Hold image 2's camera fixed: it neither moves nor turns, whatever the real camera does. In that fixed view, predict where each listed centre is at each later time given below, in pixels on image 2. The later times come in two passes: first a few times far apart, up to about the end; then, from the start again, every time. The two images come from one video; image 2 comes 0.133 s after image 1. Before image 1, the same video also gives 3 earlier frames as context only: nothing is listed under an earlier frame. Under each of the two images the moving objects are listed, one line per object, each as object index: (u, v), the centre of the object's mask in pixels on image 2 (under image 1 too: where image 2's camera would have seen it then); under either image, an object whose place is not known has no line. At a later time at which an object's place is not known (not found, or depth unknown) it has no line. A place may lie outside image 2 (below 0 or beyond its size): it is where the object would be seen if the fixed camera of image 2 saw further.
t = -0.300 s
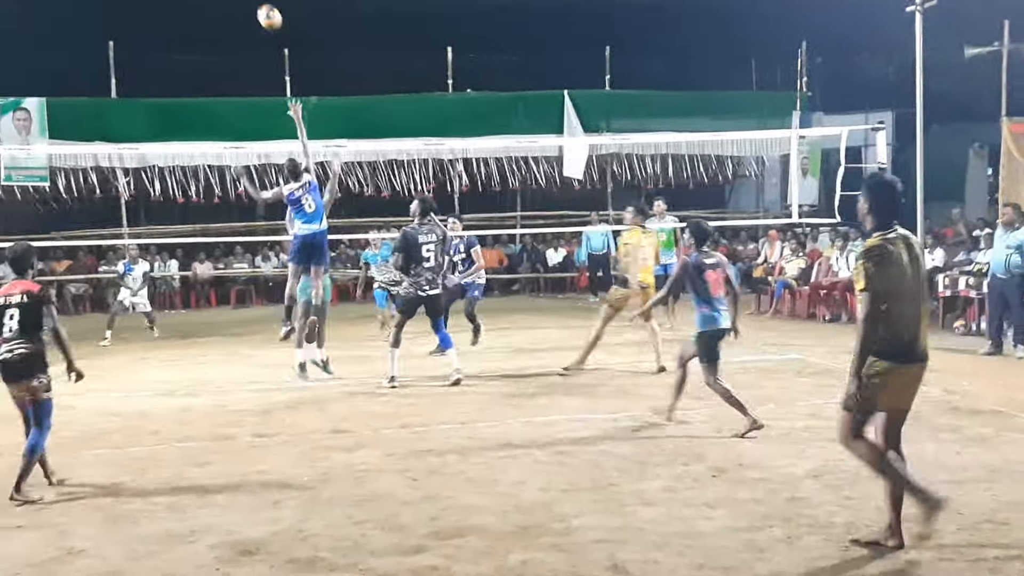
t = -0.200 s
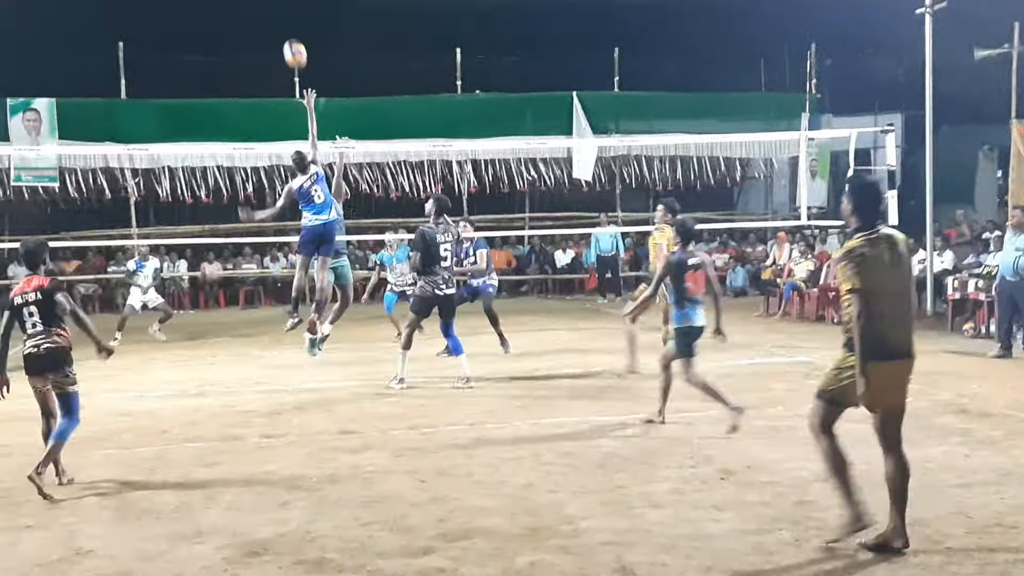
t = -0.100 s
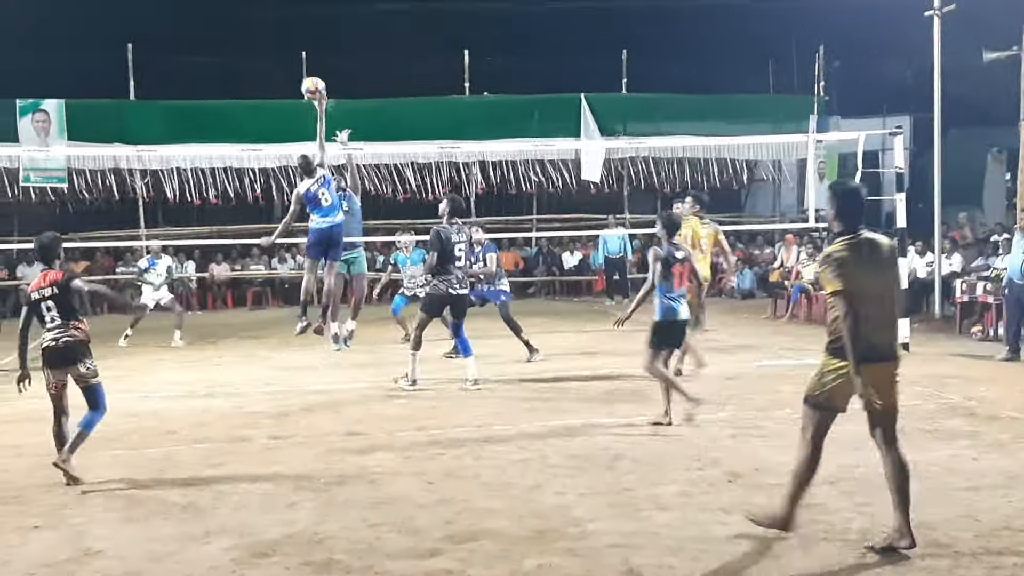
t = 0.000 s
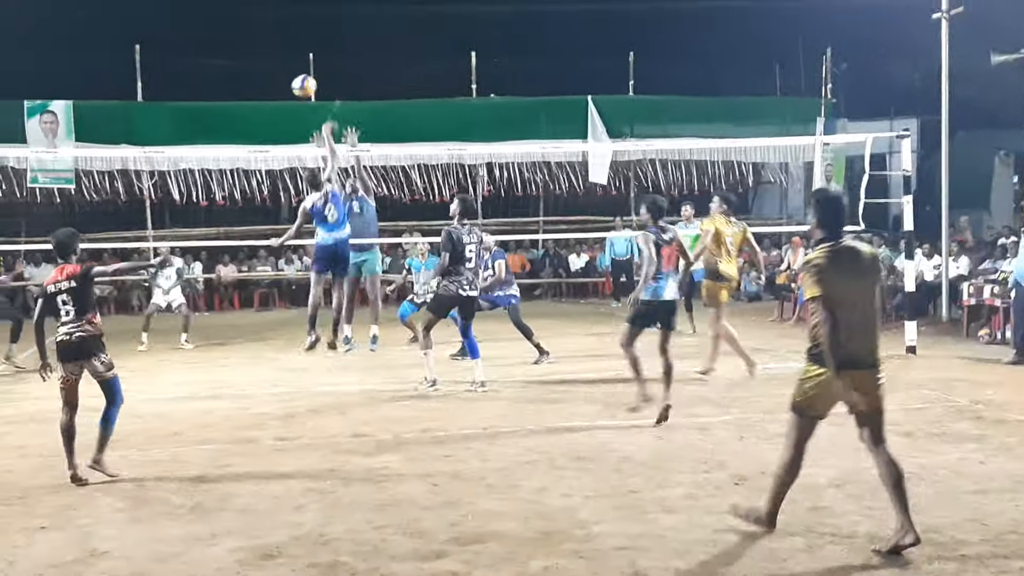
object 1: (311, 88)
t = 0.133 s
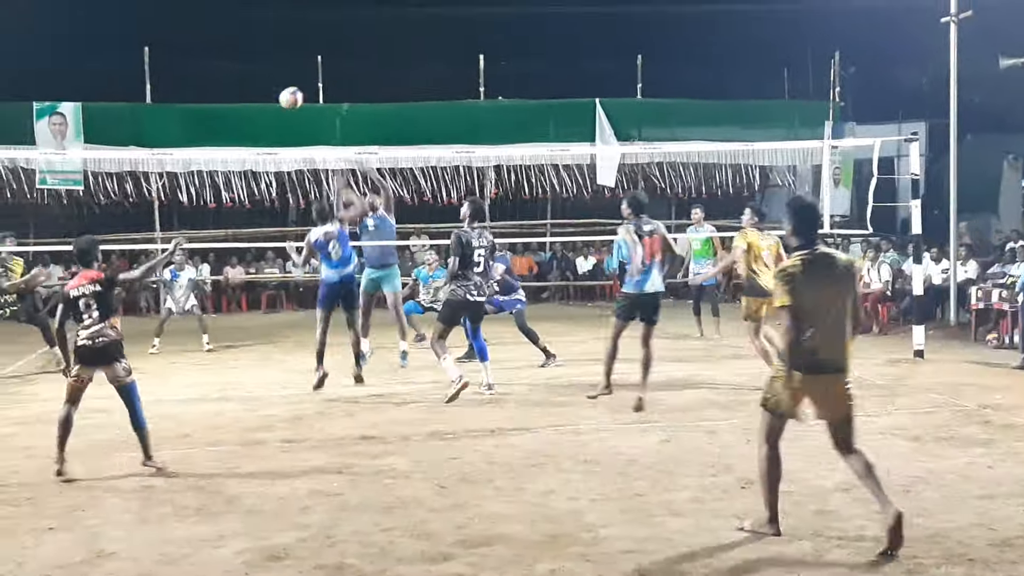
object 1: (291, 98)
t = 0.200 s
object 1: (282, 109)
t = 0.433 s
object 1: (255, 180)
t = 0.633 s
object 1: (234, 272)
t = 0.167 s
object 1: (286, 103)
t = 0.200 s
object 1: (282, 109)
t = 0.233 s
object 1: (277, 116)
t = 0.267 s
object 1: (273, 124)
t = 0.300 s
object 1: (269, 133)
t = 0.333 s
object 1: (265, 141)
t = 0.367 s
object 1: (262, 151)
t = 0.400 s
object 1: (256, 171)
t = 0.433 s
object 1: (255, 180)
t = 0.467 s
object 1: (249, 193)
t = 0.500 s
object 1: (246, 208)
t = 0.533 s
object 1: (242, 222)
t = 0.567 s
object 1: (239, 237)
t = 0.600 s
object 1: (237, 256)
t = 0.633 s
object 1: (234, 272)
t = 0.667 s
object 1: (230, 291)
